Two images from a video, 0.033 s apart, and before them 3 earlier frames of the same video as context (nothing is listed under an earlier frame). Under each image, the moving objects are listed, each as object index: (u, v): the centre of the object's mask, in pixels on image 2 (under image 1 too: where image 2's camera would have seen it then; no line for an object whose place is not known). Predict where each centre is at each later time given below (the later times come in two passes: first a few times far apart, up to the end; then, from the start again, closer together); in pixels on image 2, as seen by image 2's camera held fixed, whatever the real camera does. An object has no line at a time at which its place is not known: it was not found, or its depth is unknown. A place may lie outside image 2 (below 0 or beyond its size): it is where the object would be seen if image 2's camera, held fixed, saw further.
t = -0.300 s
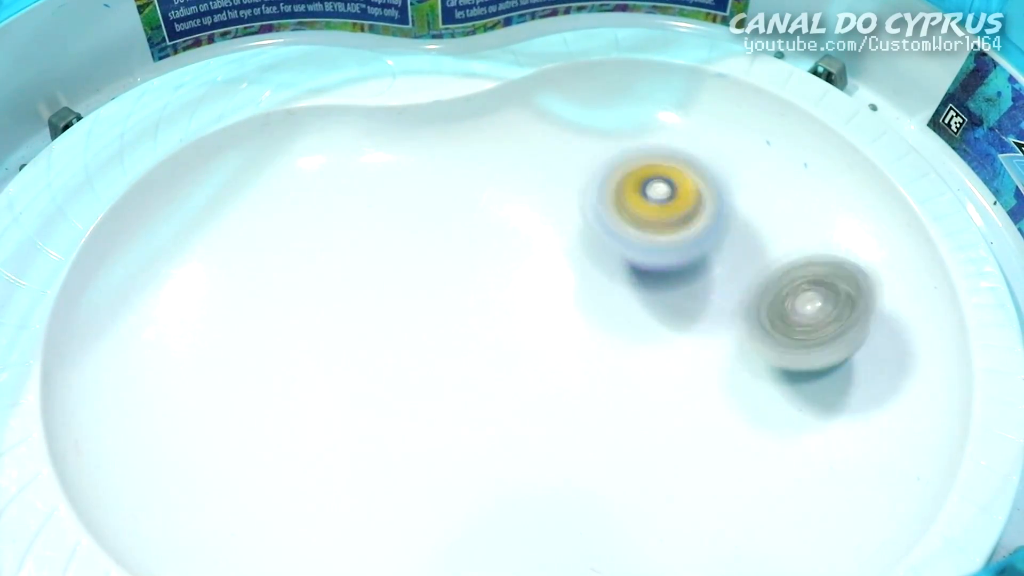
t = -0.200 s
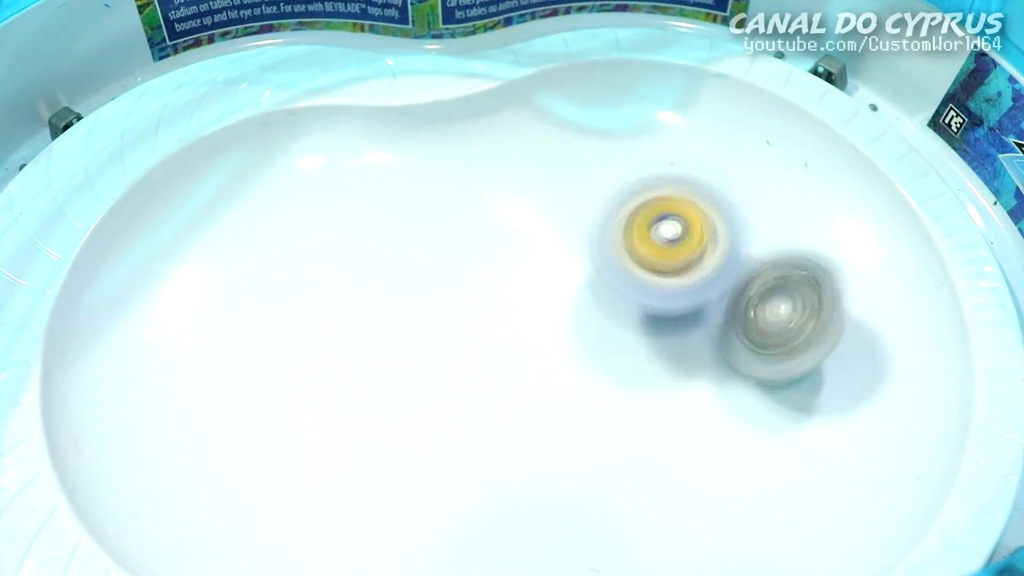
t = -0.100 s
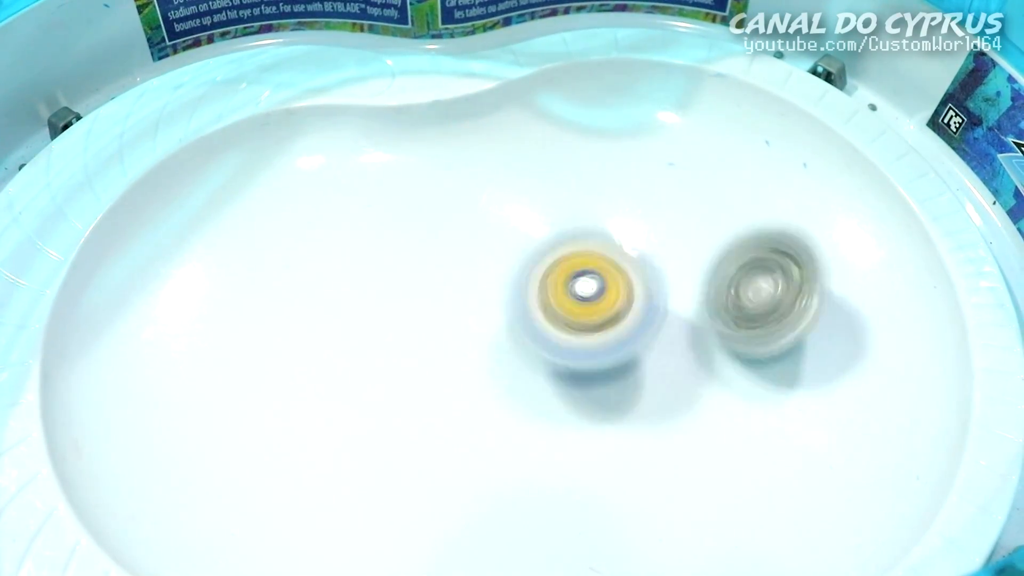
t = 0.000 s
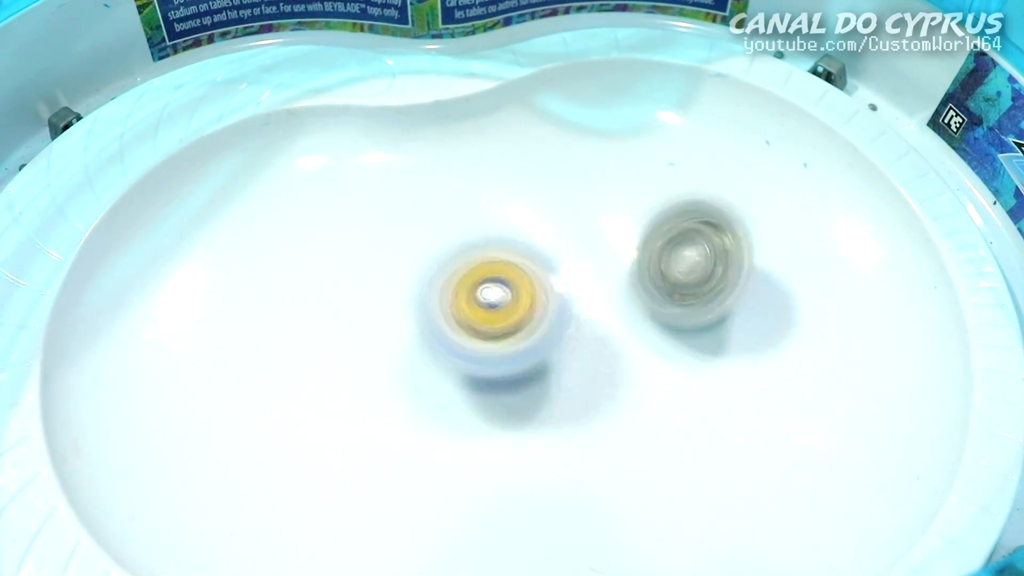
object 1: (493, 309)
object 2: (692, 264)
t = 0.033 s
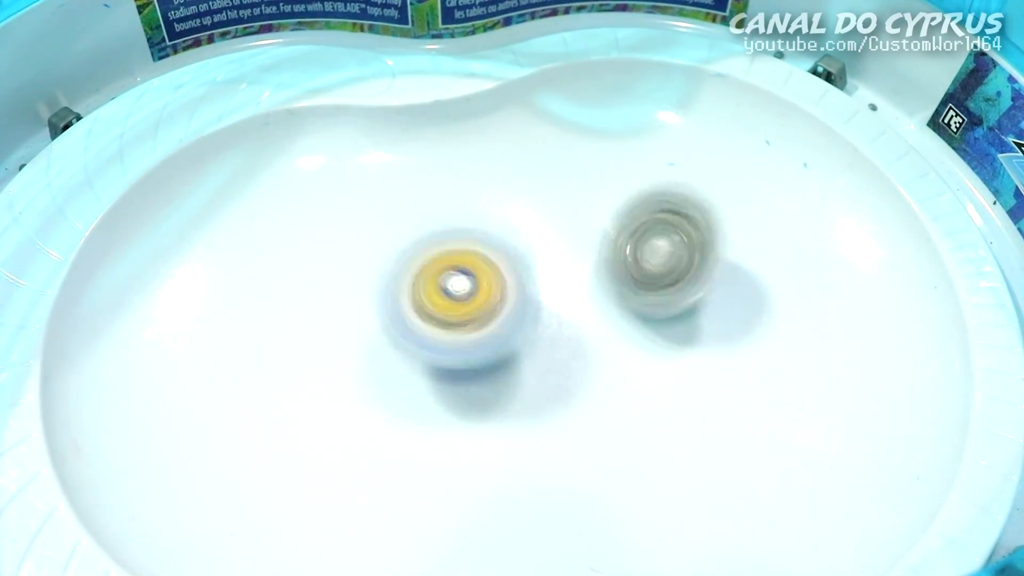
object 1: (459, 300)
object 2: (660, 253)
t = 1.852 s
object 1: (878, 343)
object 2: (405, 312)
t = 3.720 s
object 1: (570, 509)
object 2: (381, 454)
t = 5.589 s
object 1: (108, 427)
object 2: (571, 405)
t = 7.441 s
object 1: (194, 484)
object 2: (631, 350)
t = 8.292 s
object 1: (487, 214)
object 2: (541, 436)
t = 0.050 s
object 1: (441, 294)
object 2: (644, 248)
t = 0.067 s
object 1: (426, 286)
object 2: (632, 246)
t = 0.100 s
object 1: (397, 270)
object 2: (604, 233)
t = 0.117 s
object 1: (386, 262)
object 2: (591, 230)
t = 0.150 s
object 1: (366, 250)
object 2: (567, 226)
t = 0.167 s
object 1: (356, 246)
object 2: (558, 220)
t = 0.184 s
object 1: (349, 242)
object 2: (550, 217)
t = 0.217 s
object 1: (340, 238)
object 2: (533, 215)
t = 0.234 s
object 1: (337, 236)
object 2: (529, 213)
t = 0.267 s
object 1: (334, 239)
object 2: (517, 218)
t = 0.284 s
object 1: (333, 239)
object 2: (511, 219)
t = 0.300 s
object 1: (333, 242)
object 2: (506, 221)
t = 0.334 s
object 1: (329, 248)
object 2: (494, 233)
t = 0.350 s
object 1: (327, 252)
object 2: (491, 239)
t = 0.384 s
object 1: (319, 262)
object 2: (477, 254)
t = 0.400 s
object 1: (313, 267)
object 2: (471, 263)
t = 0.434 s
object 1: (295, 281)
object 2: (463, 287)
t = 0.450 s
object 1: (285, 288)
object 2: (456, 296)
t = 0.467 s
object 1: (274, 293)
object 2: (452, 307)
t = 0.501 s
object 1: (252, 302)
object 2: (435, 331)
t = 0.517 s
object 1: (240, 303)
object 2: (427, 345)
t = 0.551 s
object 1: (217, 302)
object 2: (410, 368)
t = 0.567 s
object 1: (208, 300)
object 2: (397, 378)
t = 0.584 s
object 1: (197, 294)
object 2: (386, 389)
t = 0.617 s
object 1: (187, 283)
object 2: (360, 413)
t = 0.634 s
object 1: (184, 276)
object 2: (346, 425)
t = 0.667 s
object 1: (185, 261)
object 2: (319, 449)
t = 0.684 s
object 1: (189, 253)
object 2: (305, 453)
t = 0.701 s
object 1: (197, 244)
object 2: (291, 462)
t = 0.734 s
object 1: (217, 226)
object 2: (267, 480)
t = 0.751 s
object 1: (233, 221)
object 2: (258, 489)
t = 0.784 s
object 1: (270, 213)
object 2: (244, 498)
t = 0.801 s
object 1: (292, 215)
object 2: (237, 498)
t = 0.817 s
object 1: (311, 219)
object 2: (233, 501)
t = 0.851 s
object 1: (348, 239)
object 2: (228, 498)
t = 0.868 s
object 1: (366, 252)
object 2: (229, 499)
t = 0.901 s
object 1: (396, 283)
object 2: (234, 490)
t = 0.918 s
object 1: (407, 300)
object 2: (238, 483)
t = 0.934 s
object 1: (419, 320)
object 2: (247, 480)
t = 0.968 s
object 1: (433, 354)
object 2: (263, 466)
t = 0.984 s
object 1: (436, 372)
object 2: (269, 455)
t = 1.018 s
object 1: (438, 407)
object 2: (291, 441)
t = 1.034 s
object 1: (439, 421)
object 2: (296, 436)
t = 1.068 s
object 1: (459, 438)
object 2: (298, 432)
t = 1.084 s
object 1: (475, 445)
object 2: (297, 431)
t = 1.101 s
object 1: (488, 448)
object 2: (297, 426)
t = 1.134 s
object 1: (509, 453)
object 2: (298, 422)
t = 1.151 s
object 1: (517, 454)
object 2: (300, 418)
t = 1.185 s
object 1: (527, 452)
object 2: (309, 409)
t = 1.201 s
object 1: (529, 450)
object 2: (315, 403)
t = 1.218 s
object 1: (530, 447)
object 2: (321, 398)
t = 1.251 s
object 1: (527, 437)
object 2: (337, 388)
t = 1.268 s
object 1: (526, 433)
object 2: (348, 379)
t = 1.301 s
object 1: (515, 421)
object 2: (369, 369)
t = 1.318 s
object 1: (507, 415)
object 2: (379, 363)
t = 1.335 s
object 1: (508, 414)
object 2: (382, 354)
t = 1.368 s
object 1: (531, 418)
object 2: (376, 320)
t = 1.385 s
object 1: (543, 422)
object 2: (370, 308)
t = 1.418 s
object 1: (561, 425)
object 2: (363, 288)
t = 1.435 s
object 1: (569, 425)
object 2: (360, 273)
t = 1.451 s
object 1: (577, 425)
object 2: (359, 262)
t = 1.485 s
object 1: (591, 421)
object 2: (358, 244)
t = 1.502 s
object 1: (598, 417)
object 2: (359, 234)
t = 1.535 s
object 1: (617, 407)
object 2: (363, 220)
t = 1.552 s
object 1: (629, 401)
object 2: (364, 217)
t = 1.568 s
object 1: (642, 394)
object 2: (366, 207)
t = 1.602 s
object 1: (674, 377)
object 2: (371, 202)
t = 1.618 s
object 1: (692, 369)
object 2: (374, 204)
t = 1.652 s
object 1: (728, 354)
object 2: (378, 201)
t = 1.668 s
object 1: (746, 348)
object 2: (382, 205)
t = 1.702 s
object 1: (784, 338)
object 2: (387, 214)
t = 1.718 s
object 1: (801, 334)
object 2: (388, 221)
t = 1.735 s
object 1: (818, 332)
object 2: (392, 230)
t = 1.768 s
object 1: (844, 330)
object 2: (394, 248)
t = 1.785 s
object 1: (856, 330)
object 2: (399, 257)
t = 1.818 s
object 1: (872, 334)
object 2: (403, 283)
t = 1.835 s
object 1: (877, 338)
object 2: (401, 296)
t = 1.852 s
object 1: (878, 343)
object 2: (405, 312)
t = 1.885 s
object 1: (870, 355)
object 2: (406, 333)
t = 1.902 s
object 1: (861, 363)
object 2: (407, 345)
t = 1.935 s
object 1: (837, 381)
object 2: (410, 371)
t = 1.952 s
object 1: (824, 390)
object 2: (407, 383)
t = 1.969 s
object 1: (810, 399)
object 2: (407, 396)
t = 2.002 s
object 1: (784, 417)
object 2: (401, 416)
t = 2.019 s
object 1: (773, 423)
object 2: (398, 424)
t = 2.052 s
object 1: (744, 428)
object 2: (389, 441)
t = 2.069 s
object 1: (728, 426)
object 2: (381, 447)
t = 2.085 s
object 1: (715, 421)
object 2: (378, 454)
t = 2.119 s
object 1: (691, 405)
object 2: (366, 468)
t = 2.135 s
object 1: (677, 394)
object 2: (358, 468)
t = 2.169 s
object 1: (655, 370)
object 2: (345, 478)
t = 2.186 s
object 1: (645, 354)
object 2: (338, 482)
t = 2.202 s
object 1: (638, 336)
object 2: (335, 486)
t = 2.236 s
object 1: (629, 300)
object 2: (325, 487)
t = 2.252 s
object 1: (631, 280)
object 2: (320, 488)
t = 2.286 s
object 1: (631, 244)
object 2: (314, 485)
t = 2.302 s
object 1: (637, 226)
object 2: (309, 483)
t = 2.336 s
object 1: (648, 192)
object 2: (308, 477)
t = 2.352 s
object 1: (660, 176)
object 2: (307, 471)
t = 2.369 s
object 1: (672, 162)
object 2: (310, 465)
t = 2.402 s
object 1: (697, 141)
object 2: (313, 452)
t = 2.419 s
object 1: (712, 133)
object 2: (314, 447)
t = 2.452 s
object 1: (741, 127)
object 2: (319, 429)
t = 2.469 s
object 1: (754, 127)
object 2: (323, 426)
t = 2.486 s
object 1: (768, 130)
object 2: (327, 414)
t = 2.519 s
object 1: (791, 150)
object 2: (334, 400)
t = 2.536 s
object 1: (802, 164)
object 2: (342, 386)
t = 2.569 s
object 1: (816, 203)
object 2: (352, 377)
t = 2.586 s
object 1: (822, 223)
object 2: (358, 365)
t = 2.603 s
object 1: (826, 251)
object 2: (367, 361)
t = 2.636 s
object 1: (824, 309)
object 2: (381, 344)
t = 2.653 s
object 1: (817, 340)
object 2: (388, 341)
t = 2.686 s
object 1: (787, 397)
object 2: (405, 321)
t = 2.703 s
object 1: (765, 427)
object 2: (412, 318)
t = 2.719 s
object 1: (739, 438)
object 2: (418, 308)
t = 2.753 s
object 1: (676, 471)
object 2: (434, 294)
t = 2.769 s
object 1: (641, 480)
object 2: (439, 284)
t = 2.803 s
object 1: (570, 488)
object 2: (454, 272)
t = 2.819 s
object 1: (532, 488)
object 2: (460, 265)
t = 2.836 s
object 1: (495, 482)
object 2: (466, 264)
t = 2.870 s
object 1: (421, 477)
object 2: (478, 248)
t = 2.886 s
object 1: (381, 469)
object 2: (486, 247)
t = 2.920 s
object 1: (296, 450)
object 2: (496, 236)
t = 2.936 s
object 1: (256, 434)
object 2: (505, 235)
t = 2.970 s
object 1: (188, 401)
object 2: (512, 231)
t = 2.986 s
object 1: (155, 374)
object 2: (520, 227)
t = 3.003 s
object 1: (128, 344)
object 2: (526, 226)
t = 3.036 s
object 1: (102, 282)
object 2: (536, 228)
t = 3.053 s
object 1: (99, 247)
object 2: (539, 230)
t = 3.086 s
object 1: (112, 189)
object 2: (544, 236)
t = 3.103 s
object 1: (126, 168)
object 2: (544, 237)
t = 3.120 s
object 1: (142, 148)
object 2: (546, 244)
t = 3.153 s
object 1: (192, 114)
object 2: (542, 248)
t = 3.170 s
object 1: (220, 104)
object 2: (543, 257)
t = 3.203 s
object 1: (283, 86)
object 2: (534, 272)
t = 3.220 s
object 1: (312, 84)
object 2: (533, 276)
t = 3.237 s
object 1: (345, 85)
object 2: (530, 282)
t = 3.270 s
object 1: (411, 94)
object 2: (523, 298)
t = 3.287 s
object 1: (448, 107)
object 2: (519, 305)
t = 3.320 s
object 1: (517, 146)
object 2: (511, 325)
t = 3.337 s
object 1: (551, 155)
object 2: (506, 331)
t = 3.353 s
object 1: (591, 171)
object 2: (501, 346)
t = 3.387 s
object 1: (659, 197)
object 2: (493, 358)
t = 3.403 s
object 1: (691, 212)
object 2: (489, 370)
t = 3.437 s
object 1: (754, 244)
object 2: (480, 378)
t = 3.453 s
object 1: (780, 263)
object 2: (476, 390)
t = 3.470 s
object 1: (806, 286)
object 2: (470, 396)
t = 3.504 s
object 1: (852, 337)
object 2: (462, 409)
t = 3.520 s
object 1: (865, 362)
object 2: (456, 414)
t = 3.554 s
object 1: (888, 419)
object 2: (447, 424)
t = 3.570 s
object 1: (893, 450)
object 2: (439, 428)
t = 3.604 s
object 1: (865, 497)
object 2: (430, 436)
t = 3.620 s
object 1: (839, 512)
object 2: (422, 439)
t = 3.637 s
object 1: (803, 520)
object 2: (414, 442)
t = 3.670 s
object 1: (720, 528)
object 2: (402, 448)
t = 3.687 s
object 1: (666, 525)
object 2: (393, 450)
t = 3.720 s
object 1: (570, 509)
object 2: (381, 454)
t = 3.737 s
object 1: (530, 498)
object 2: (370, 452)
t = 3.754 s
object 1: (519, 481)
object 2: (327, 454)
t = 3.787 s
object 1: (513, 461)
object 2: (241, 433)
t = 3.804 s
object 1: (508, 446)
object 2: (198, 423)
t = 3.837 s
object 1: (501, 424)
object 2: (132, 399)
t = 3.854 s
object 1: (499, 413)
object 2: (114, 384)
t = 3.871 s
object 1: (499, 400)
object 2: (96, 371)
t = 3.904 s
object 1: (499, 377)
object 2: (89, 330)
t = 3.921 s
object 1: (504, 368)
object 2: (88, 318)
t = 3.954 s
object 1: (516, 345)
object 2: (111, 293)
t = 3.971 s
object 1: (526, 335)
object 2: (129, 283)
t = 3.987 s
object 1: (537, 320)
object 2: (143, 273)
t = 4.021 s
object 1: (565, 298)
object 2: (182, 256)
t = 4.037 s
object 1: (582, 287)
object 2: (202, 248)
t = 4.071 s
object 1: (620, 261)
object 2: (238, 240)
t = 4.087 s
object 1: (642, 252)
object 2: (253, 237)
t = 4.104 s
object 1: (666, 241)
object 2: (265, 234)
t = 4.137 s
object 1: (714, 221)
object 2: (294, 236)
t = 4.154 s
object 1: (738, 214)
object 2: (308, 238)
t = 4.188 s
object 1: (788, 206)
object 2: (329, 244)
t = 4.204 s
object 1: (809, 206)
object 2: (335, 246)
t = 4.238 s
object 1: (851, 213)
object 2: (354, 253)
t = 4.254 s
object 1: (871, 220)
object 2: (369, 254)
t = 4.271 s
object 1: (886, 231)
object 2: (378, 257)
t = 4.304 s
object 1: (903, 262)
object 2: (400, 263)
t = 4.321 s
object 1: (902, 287)
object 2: (411, 264)
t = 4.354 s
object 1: (898, 334)
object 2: (429, 267)
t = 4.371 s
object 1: (889, 359)
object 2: (444, 269)
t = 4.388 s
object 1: (875, 389)
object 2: (453, 269)
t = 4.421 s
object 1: (826, 438)
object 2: (472, 272)
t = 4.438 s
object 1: (795, 457)
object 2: (488, 272)
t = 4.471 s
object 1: (727, 476)
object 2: (507, 272)
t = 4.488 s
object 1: (686, 483)
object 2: (515, 273)
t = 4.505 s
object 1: (651, 476)
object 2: (528, 271)
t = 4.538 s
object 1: (584, 455)
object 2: (548, 270)
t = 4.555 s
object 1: (552, 441)
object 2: (558, 271)
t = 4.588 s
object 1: (488, 411)
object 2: (579, 267)
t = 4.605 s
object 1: (457, 401)
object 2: (584, 264)
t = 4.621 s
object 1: (433, 383)
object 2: (597, 264)
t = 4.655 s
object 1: (389, 347)
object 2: (617, 259)
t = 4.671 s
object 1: (373, 330)
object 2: (620, 258)
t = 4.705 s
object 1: (349, 295)
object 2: (639, 253)
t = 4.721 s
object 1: (335, 279)
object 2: (650, 249)
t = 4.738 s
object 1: (328, 262)
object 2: (653, 248)
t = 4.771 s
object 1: (316, 237)
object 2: (669, 242)
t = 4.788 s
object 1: (315, 226)
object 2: (677, 237)
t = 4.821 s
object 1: (315, 206)
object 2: (690, 235)
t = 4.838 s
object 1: (313, 197)
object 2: (696, 233)
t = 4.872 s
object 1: (323, 183)
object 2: (705, 231)
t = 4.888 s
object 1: (330, 172)
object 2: (713, 228)
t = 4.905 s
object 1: (337, 169)
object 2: (719, 229)
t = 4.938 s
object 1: (355, 164)
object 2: (727, 231)
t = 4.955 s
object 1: (362, 164)
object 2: (734, 231)
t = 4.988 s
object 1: (383, 167)
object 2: (737, 235)
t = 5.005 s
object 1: (395, 169)
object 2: (741, 240)
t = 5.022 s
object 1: (405, 175)
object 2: (743, 244)
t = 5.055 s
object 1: (423, 184)
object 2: (740, 254)
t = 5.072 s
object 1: (428, 190)
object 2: (738, 264)
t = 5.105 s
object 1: (440, 207)
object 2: (734, 275)
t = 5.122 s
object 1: (446, 215)
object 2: (728, 281)
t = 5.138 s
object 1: (450, 227)
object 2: (723, 292)
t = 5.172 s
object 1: (455, 248)
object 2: (712, 302)
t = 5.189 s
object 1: (455, 257)
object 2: (704, 307)
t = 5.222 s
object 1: (451, 282)
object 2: (691, 323)
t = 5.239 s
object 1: (448, 295)
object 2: (686, 327)
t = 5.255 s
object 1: (442, 310)
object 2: (678, 330)
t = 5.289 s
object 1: (430, 335)
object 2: (666, 343)
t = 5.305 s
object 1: (421, 347)
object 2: (663, 348)
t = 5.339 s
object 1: (401, 375)
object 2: (651, 358)
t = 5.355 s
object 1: (388, 388)
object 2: (643, 358)
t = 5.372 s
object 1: (370, 407)
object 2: (639, 362)
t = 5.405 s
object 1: (335, 436)
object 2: (630, 373)
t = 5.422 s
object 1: (315, 449)
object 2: (623, 374)
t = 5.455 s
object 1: (270, 475)
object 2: (612, 381)
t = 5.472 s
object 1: (247, 484)
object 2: (610, 388)
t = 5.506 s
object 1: (197, 489)
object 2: (600, 393)
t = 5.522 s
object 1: (167, 486)
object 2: (593, 394)
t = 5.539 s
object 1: (143, 475)
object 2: (590, 402)
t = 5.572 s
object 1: (114, 445)
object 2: (580, 404)
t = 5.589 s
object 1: (108, 427)
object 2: (571, 405)
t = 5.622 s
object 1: (106, 385)
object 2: (563, 407)
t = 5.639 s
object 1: (110, 359)
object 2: (557, 408)
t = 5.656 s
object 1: (122, 339)
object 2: (550, 407)
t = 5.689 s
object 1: (157, 292)
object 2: (543, 404)
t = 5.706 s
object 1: (181, 274)
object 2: (536, 402)
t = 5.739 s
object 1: (233, 246)
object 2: (527, 398)
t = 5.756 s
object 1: (261, 238)
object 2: (528, 392)
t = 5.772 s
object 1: (291, 228)
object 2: (521, 387)
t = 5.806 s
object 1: (352, 220)
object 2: (512, 378)
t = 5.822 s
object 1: (377, 221)
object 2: (517, 371)
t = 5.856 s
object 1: (440, 225)
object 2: (515, 355)
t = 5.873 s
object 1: (473, 227)
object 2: (513, 352)
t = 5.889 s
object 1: (499, 220)
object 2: (524, 353)
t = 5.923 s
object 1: (548, 202)
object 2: (543, 360)
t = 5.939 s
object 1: (573, 186)
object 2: (554, 365)
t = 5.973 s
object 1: (617, 162)
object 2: (573, 377)
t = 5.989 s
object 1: (641, 149)
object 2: (581, 375)
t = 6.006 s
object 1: (669, 137)
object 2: (588, 378)
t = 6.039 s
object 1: (728, 127)
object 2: (594, 375)
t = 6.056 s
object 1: (751, 124)
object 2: (600, 375)
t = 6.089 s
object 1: (803, 135)
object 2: (607, 369)
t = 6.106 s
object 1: (830, 147)
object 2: (615, 366)
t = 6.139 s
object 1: (860, 186)
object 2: (618, 361)
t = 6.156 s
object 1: (877, 214)
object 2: (625, 355)
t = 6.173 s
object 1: (881, 243)
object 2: (624, 350)
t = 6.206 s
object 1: (885, 311)
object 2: (627, 342)
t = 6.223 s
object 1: (884, 342)
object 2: (623, 342)
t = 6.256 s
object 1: (846, 410)
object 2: (625, 335)
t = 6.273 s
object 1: (816, 435)
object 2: (623, 334)
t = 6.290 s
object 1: (789, 459)
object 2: (624, 330)
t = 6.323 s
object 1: (718, 484)
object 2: (622, 333)
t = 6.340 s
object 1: (684, 481)
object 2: (622, 326)
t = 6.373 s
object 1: (615, 472)
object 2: (623, 322)
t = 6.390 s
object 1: (578, 466)
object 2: (625, 324)
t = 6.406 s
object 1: (547, 459)
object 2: (627, 324)
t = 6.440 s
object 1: (472, 450)
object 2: (627, 323)
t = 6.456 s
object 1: (437, 438)
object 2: (626, 321)
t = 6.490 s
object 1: (371, 429)
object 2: (624, 321)
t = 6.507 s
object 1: (341, 424)
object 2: (622, 320)
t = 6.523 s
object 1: (314, 417)
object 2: (621, 324)
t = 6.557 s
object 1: (261, 402)
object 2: (618, 325)
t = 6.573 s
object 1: (237, 387)
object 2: (620, 330)
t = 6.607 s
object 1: (198, 360)
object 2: (622, 333)
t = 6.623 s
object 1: (183, 343)
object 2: (628, 340)
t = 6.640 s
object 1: (173, 324)
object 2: (630, 338)
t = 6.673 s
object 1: (152, 281)
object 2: (643, 346)
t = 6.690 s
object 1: (151, 257)
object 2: (646, 347)
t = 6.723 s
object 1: (160, 212)
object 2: (658, 351)
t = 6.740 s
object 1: (168, 193)
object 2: (658, 349)
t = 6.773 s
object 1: (206, 157)
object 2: (669, 347)
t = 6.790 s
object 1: (229, 148)
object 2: (667, 345)
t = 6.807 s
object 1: (261, 140)
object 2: (672, 346)
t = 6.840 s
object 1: (327, 142)
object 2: (669, 343)
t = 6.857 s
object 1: (357, 149)
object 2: (673, 341)
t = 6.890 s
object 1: (411, 175)
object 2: (669, 338)
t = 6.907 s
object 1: (434, 187)
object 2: (671, 334)
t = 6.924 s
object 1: (460, 206)
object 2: (667, 335)
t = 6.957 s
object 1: (504, 242)
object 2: (667, 334)
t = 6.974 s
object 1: (527, 259)
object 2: (665, 336)
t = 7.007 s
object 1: (522, 286)
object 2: (717, 327)
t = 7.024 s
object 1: (518, 298)
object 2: (739, 334)
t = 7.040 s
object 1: (519, 313)
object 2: (763, 341)
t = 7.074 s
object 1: (509, 342)
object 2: (798, 340)
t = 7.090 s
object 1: (510, 356)
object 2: (813, 347)
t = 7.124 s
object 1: (500, 387)
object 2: (822, 349)
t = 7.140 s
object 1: (494, 401)
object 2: (819, 352)
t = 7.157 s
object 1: (483, 414)
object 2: (822, 345)
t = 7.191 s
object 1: (465, 442)
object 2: (812, 345)
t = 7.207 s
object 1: (452, 455)
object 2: (807, 348)
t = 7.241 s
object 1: (425, 473)
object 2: (787, 356)
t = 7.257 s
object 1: (408, 487)
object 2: (777, 358)
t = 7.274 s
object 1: (394, 493)
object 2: (769, 358)
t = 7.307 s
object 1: (355, 509)
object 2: (744, 356)
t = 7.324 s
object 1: (332, 514)
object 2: (732, 358)
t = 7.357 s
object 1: (288, 519)
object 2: (705, 360)
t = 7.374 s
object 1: (261, 517)
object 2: (690, 356)
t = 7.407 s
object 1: (220, 505)
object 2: (659, 356)
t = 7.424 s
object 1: (204, 493)
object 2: (645, 354)
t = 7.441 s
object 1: (194, 484)
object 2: (631, 350)
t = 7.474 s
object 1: (180, 443)
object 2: (598, 343)
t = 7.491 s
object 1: (178, 430)
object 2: (583, 347)
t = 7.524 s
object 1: (187, 390)
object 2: (556, 340)
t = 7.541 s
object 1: (191, 375)
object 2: (541, 337)
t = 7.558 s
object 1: (204, 356)
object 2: (524, 337)
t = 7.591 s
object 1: (226, 324)
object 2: (493, 336)
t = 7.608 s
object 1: (240, 309)
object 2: (479, 338)
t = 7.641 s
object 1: (273, 281)
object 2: (452, 337)
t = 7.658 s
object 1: (285, 269)
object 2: (436, 335)
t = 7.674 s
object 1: (297, 260)
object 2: (422, 335)
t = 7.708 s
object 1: (300, 230)
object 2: (436, 337)
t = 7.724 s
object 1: (300, 217)
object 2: (441, 338)
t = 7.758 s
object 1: (305, 190)
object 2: (444, 340)
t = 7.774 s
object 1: (311, 179)
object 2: (444, 342)
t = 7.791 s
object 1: (320, 167)
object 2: (443, 344)
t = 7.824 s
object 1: (333, 152)
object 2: (442, 347)
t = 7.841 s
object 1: (343, 147)
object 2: (442, 347)
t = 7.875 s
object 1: (367, 141)
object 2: (442, 346)
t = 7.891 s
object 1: (379, 146)
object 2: (443, 346)
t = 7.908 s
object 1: (392, 144)
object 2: (443, 346)
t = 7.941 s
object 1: (413, 155)
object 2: (443, 344)
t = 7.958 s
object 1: (423, 157)
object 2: (444, 343)
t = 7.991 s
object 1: (438, 170)
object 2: (445, 342)
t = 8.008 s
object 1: (445, 174)
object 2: (445, 342)
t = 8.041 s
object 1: (459, 196)
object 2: (445, 341)
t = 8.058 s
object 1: (468, 204)
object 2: (445, 341)
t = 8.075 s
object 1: (474, 216)
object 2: (449, 342)
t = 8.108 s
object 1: (478, 232)
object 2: (465, 353)
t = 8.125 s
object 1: (479, 243)
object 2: (472, 359)
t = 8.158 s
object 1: (477, 243)
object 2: (486, 378)
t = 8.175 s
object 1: (479, 239)
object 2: (495, 394)
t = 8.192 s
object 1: (476, 232)
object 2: (503, 408)
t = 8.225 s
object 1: (477, 222)
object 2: (519, 425)
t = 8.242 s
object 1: (480, 222)
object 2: (526, 431)
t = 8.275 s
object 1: (482, 216)
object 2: (538, 434)
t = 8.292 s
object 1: (487, 214)
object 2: (541, 436)
